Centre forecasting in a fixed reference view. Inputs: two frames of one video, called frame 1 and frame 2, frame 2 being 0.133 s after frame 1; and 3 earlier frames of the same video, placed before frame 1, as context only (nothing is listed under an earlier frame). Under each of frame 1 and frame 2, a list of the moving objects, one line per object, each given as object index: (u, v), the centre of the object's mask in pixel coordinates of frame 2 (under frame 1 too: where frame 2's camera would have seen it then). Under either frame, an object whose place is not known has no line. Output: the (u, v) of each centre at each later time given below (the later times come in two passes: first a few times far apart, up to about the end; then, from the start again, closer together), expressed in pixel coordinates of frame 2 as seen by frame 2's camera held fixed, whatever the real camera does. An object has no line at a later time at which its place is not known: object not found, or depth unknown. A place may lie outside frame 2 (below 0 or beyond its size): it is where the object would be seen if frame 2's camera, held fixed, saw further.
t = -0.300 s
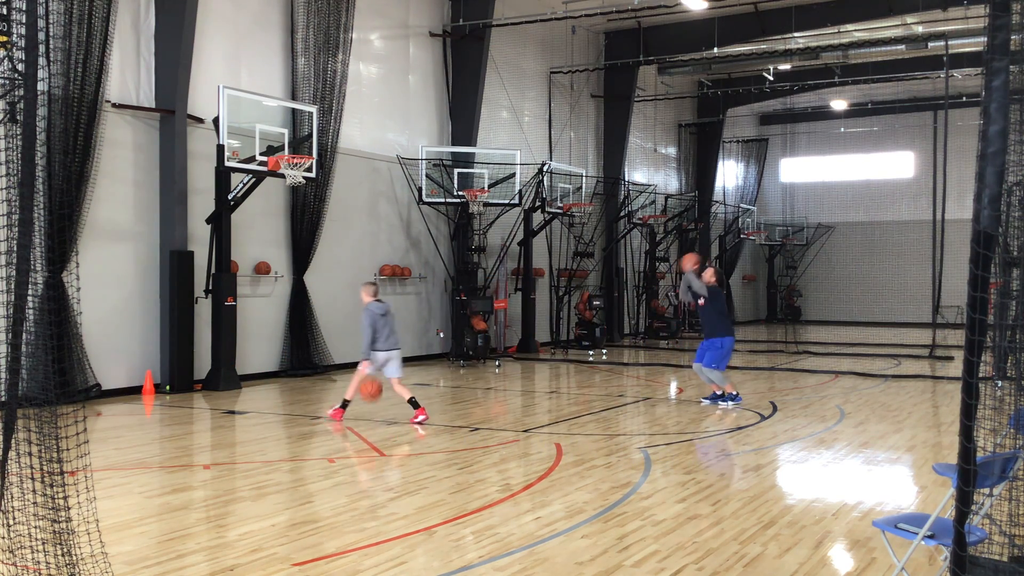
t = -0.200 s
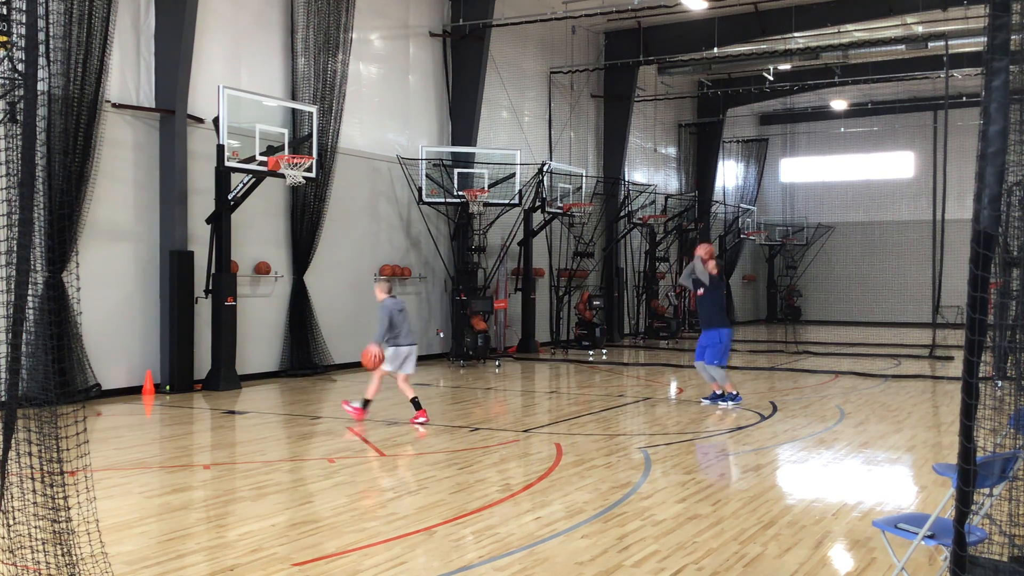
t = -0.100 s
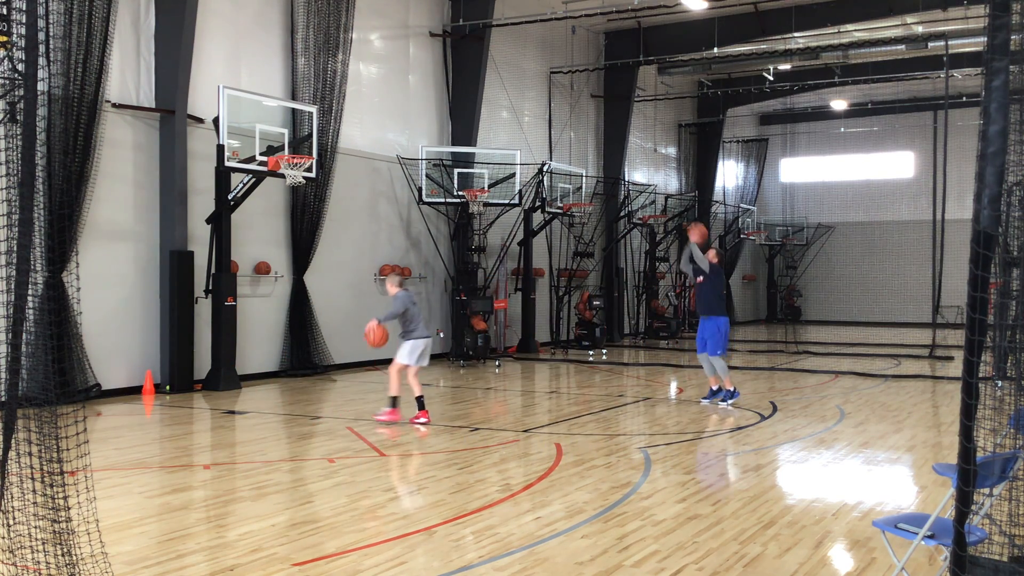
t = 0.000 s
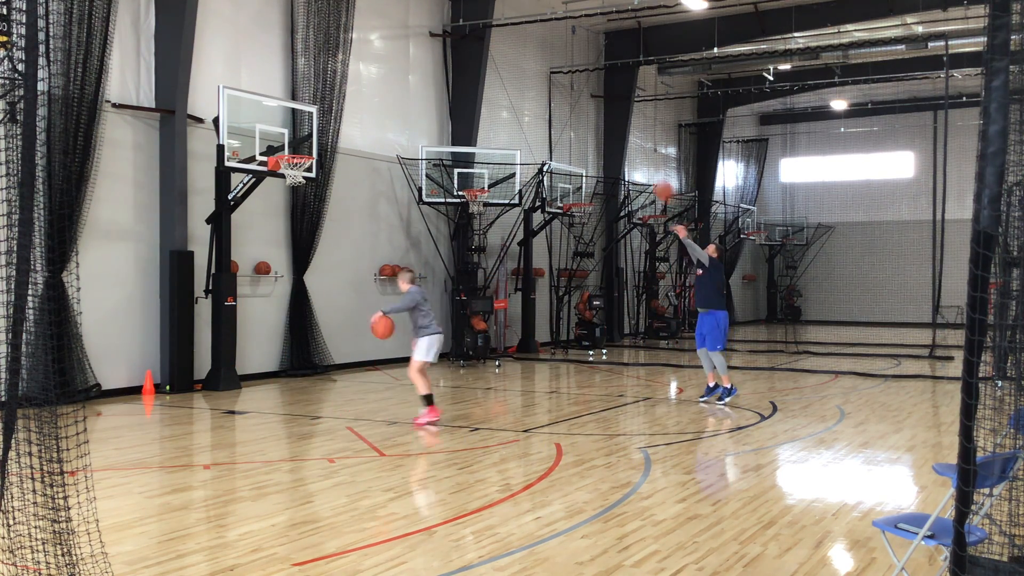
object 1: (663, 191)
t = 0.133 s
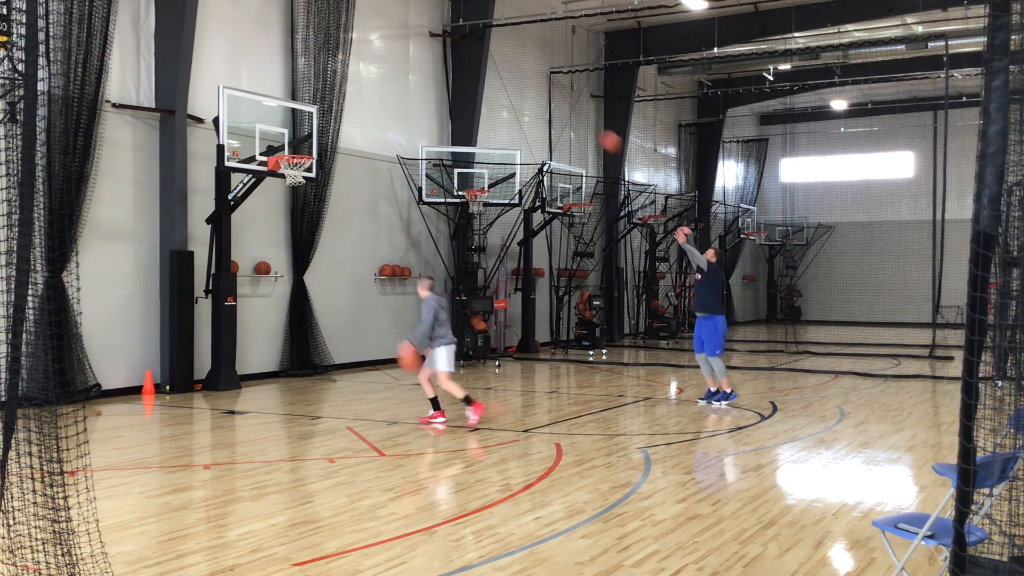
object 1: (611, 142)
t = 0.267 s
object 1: (559, 106)
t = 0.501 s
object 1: (469, 80)
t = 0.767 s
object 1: (372, 100)
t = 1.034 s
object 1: (282, 169)
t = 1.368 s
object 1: (273, 259)
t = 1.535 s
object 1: (268, 335)
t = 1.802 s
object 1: (284, 327)
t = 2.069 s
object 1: (314, 277)
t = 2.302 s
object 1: (340, 277)
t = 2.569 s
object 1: (370, 328)
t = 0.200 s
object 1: (583, 122)
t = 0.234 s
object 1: (571, 114)
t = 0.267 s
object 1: (559, 106)
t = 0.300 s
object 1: (544, 100)
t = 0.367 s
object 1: (520, 90)
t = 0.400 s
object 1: (508, 86)
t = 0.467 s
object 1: (481, 81)
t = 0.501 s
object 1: (469, 80)
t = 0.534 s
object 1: (458, 79)
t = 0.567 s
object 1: (445, 79)
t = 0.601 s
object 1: (433, 81)
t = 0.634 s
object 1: (420, 83)
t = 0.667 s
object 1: (408, 86)
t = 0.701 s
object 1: (396, 90)
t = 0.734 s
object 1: (384, 94)
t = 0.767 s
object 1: (372, 100)
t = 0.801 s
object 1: (360, 106)
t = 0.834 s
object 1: (348, 113)
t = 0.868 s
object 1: (337, 120)
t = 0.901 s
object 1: (325, 129)
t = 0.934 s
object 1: (313, 139)
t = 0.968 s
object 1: (302, 148)
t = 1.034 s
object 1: (282, 169)
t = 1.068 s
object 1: (281, 177)
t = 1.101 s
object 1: (280, 182)
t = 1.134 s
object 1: (280, 188)
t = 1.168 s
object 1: (278, 196)
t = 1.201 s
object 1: (278, 204)
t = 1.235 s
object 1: (277, 213)
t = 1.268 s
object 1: (276, 223)
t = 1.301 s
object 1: (275, 235)
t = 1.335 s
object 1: (274, 246)
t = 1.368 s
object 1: (273, 259)
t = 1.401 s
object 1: (272, 273)
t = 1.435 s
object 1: (271, 288)
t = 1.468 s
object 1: (270, 302)
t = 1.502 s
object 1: (269, 318)
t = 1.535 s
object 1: (268, 335)
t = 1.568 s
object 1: (266, 354)
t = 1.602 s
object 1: (265, 372)
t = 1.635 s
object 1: (265, 385)
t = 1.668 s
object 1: (268, 372)
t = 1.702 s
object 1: (272, 359)
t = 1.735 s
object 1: (276, 348)
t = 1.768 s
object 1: (280, 337)
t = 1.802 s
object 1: (284, 327)
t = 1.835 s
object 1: (287, 318)
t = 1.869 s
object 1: (291, 310)
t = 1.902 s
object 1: (295, 302)
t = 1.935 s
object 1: (298, 296)
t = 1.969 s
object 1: (302, 290)
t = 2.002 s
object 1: (306, 285)
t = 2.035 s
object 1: (310, 280)
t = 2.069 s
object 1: (314, 277)
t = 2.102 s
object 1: (317, 274)
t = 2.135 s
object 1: (321, 272)
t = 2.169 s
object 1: (325, 272)
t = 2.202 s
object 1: (329, 272)
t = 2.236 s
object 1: (332, 272)
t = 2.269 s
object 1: (336, 274)
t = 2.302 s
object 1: (340, 277)
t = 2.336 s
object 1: (344, 280)
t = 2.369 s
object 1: (347, 284)
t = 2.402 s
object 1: (351, 289)
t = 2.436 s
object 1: (355, 295)
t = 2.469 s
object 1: (359, 302)
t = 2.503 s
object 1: (362, 310)
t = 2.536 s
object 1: (366, 319)
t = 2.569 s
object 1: (370, 328)
